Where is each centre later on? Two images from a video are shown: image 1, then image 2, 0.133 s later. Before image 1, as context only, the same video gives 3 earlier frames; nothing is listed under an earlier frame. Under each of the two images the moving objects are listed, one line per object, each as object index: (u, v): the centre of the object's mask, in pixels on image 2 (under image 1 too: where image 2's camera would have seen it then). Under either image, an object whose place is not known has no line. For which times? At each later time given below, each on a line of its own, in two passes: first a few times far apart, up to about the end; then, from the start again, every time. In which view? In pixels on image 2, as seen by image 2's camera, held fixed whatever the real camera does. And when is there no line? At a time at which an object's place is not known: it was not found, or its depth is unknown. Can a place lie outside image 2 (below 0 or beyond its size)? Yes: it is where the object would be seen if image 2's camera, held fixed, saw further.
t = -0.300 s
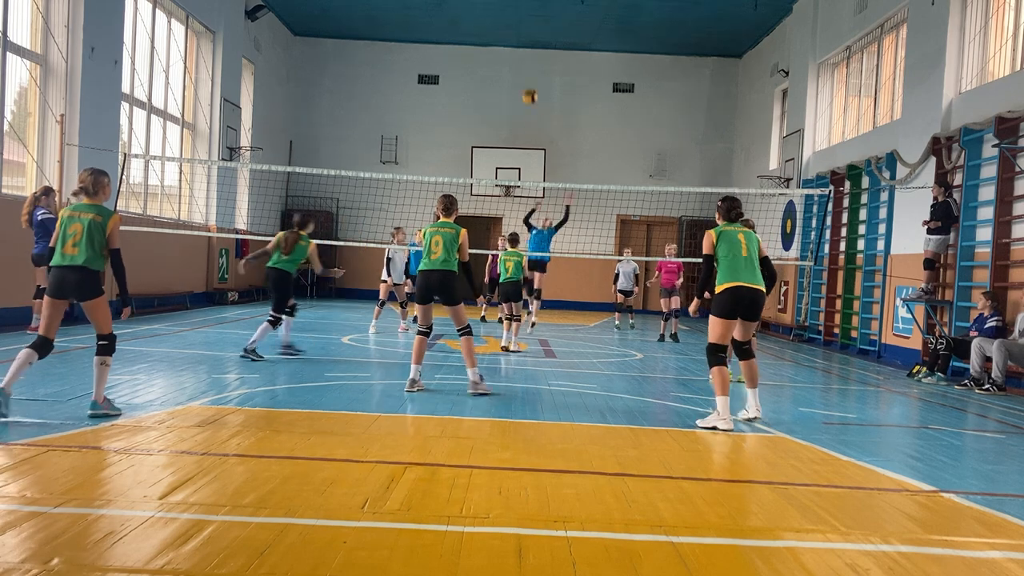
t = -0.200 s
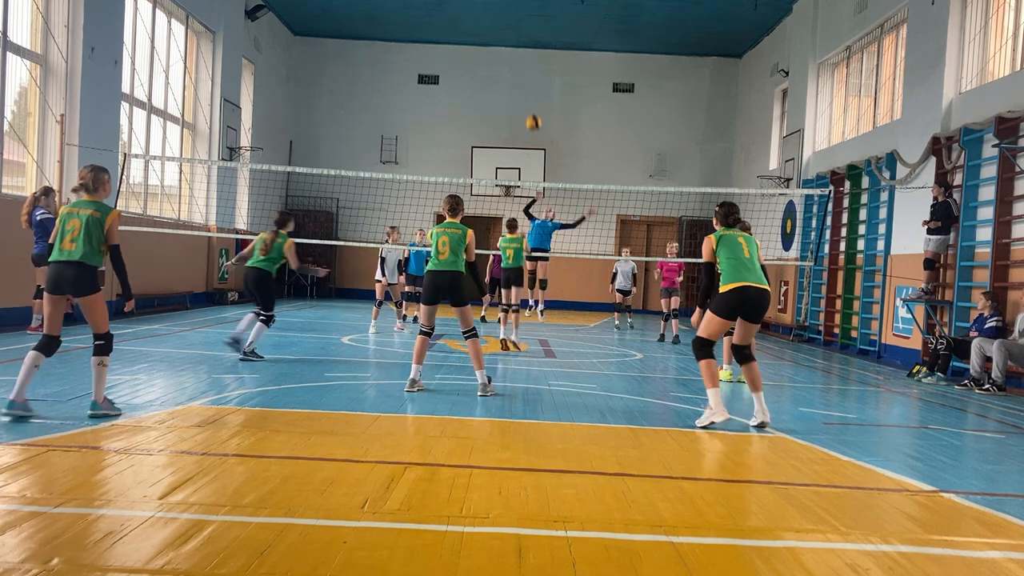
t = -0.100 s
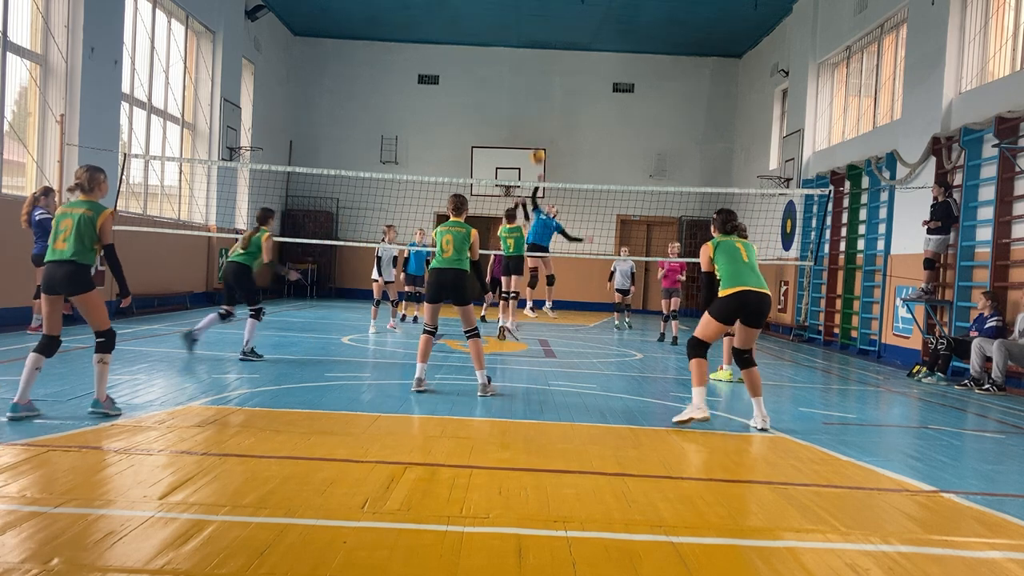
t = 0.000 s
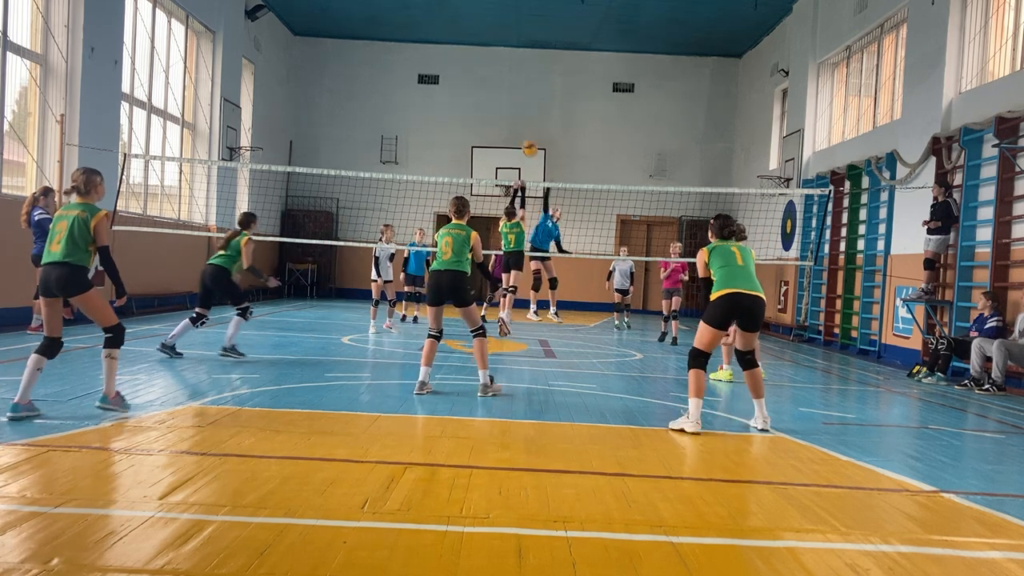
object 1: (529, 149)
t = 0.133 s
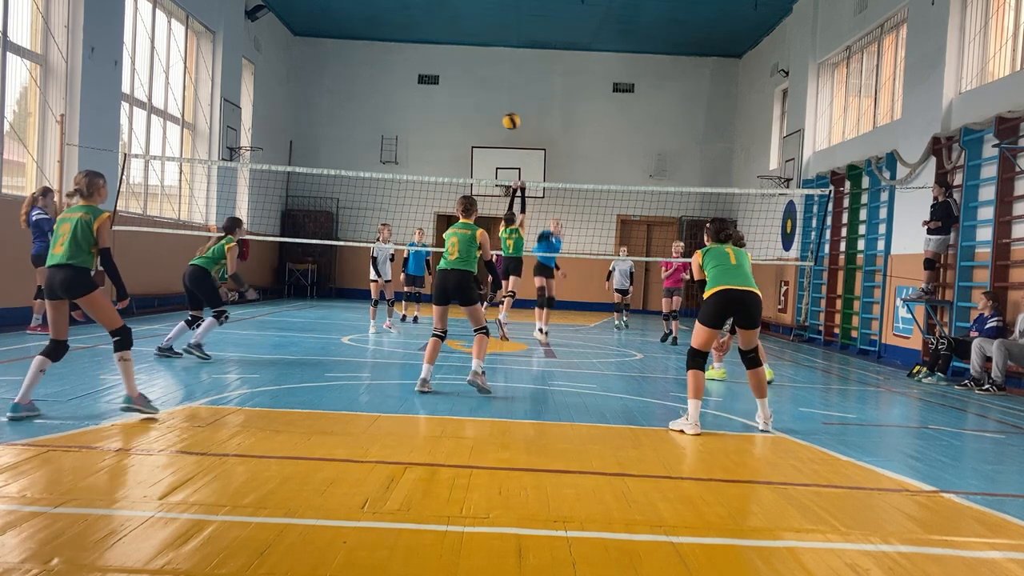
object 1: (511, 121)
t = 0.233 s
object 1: (494, 108)
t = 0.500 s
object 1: (439, 111)
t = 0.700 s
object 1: (382, 165)
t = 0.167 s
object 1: (505, 116)
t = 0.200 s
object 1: (500, 111)
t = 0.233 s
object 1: (494, 108)
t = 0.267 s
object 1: (488, 104)
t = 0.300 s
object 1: (482, 103)
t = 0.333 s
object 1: (476, 101)
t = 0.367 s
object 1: (469, 101)
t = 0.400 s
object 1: (462, 102)
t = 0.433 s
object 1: (454, 104)
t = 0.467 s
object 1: (446, 107)
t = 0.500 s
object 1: (439, 111)
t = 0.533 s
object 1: (430, 117)
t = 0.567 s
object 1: (421, 124)
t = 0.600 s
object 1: (412, 132)
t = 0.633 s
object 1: (402, 142)
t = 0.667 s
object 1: (392, 153)
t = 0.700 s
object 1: (382, 165)
